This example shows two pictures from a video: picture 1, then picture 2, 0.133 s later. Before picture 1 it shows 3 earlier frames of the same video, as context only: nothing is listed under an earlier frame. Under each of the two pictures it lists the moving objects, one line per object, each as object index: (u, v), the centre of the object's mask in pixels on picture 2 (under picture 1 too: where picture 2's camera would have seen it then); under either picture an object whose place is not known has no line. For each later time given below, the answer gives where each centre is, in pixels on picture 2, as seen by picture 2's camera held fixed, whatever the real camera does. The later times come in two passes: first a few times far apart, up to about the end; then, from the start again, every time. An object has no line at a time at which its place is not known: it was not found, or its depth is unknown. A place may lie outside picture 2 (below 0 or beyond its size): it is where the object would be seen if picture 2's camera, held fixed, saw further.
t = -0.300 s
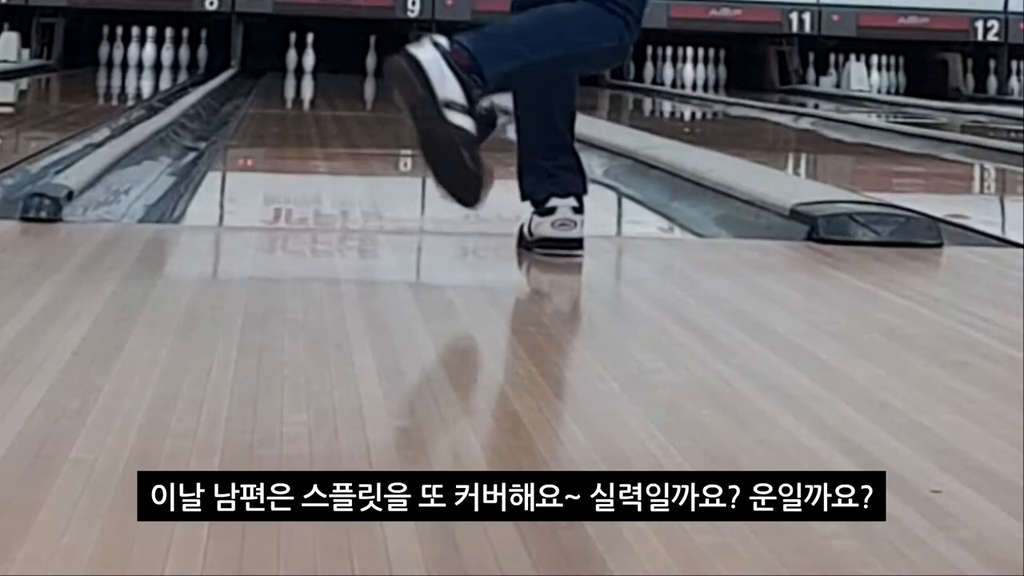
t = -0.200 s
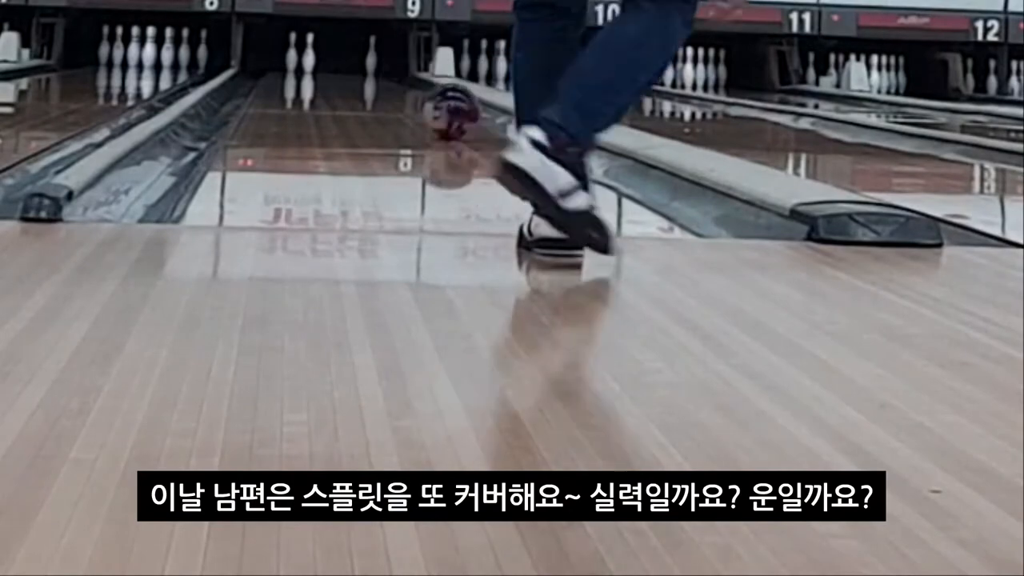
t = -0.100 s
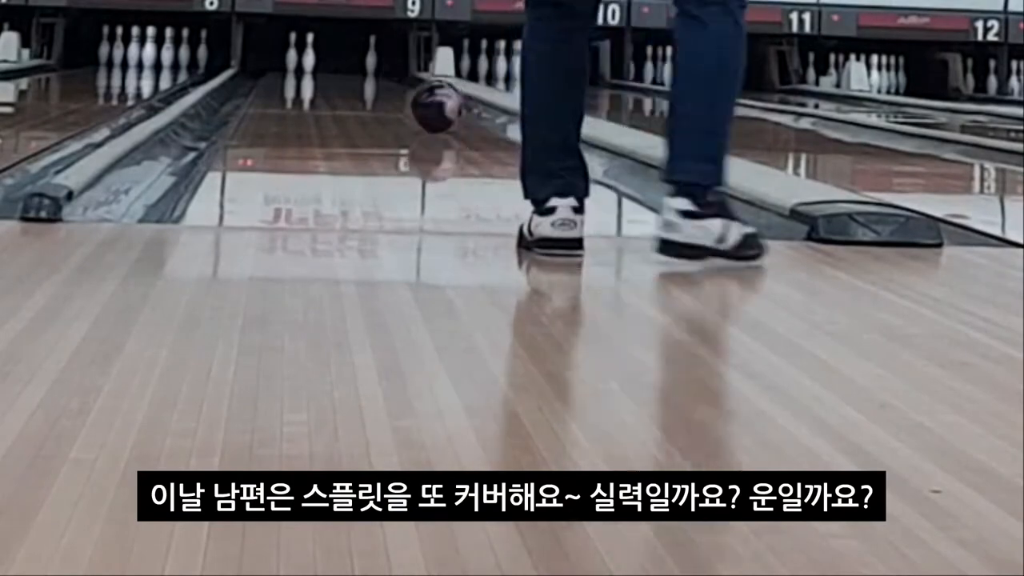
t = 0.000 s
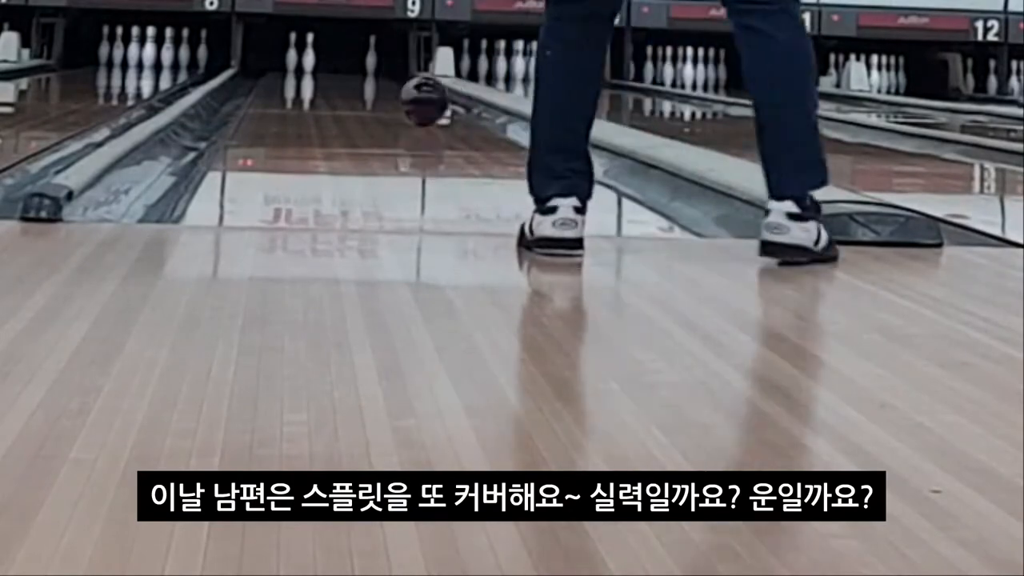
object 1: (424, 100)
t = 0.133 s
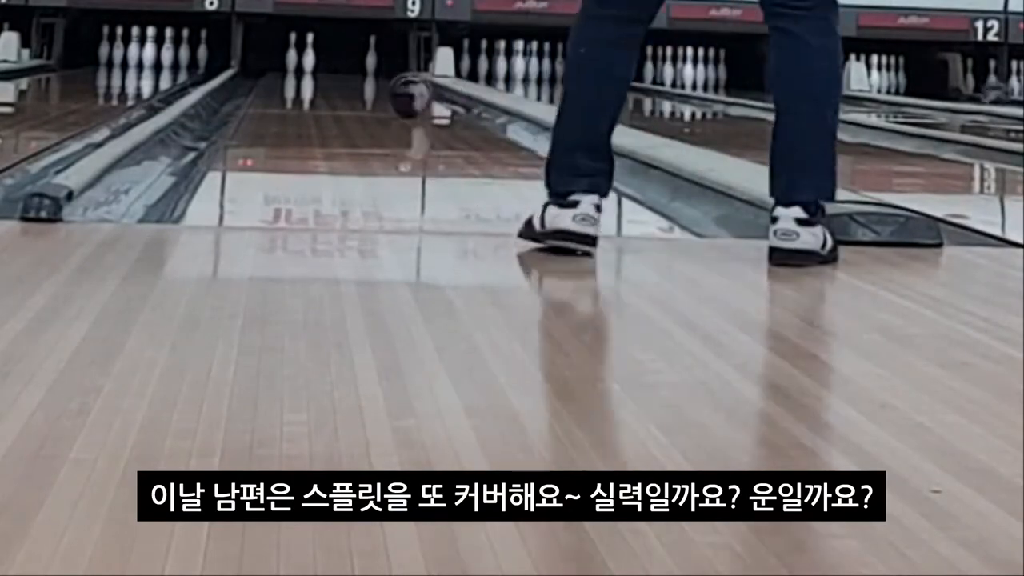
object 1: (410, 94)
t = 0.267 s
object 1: (396, 90)
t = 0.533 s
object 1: (377, 82)
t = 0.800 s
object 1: (360, 76)
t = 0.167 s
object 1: (406, 93)
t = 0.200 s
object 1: (403, 91)
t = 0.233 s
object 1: (401, 90)
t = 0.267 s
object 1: (396, 90)
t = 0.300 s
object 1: (394, 88)
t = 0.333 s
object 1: (391, 88)
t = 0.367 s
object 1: (389, 86)
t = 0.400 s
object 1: (387, 85)
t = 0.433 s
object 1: (385, 84)
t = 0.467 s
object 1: (383, 83)
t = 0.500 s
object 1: (380, 82)
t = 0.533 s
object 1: (377, 82)
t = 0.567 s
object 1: (375, 83)
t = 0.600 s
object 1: (374, 81)
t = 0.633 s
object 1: (370, 80)
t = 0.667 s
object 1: (368, 78)
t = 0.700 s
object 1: (366, 78)
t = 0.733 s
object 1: (365, 78)
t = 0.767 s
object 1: (361, 77)
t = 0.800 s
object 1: (360, 76)
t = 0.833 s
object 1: (360, 79)
